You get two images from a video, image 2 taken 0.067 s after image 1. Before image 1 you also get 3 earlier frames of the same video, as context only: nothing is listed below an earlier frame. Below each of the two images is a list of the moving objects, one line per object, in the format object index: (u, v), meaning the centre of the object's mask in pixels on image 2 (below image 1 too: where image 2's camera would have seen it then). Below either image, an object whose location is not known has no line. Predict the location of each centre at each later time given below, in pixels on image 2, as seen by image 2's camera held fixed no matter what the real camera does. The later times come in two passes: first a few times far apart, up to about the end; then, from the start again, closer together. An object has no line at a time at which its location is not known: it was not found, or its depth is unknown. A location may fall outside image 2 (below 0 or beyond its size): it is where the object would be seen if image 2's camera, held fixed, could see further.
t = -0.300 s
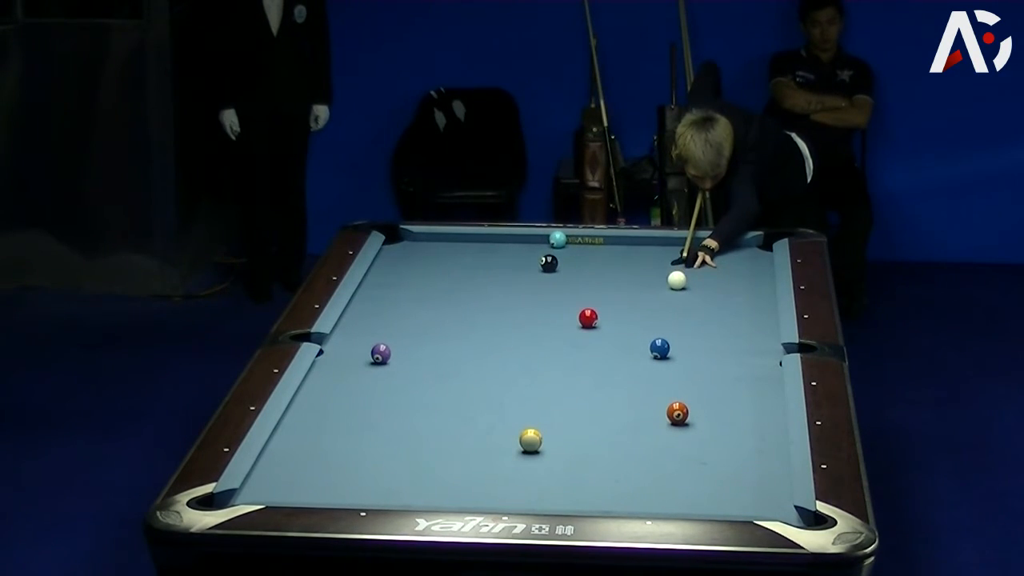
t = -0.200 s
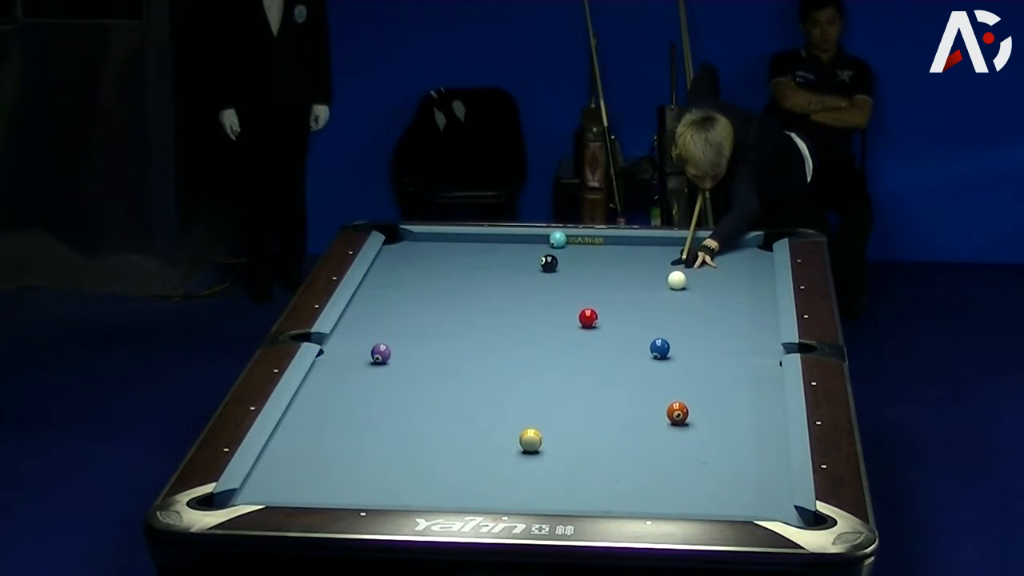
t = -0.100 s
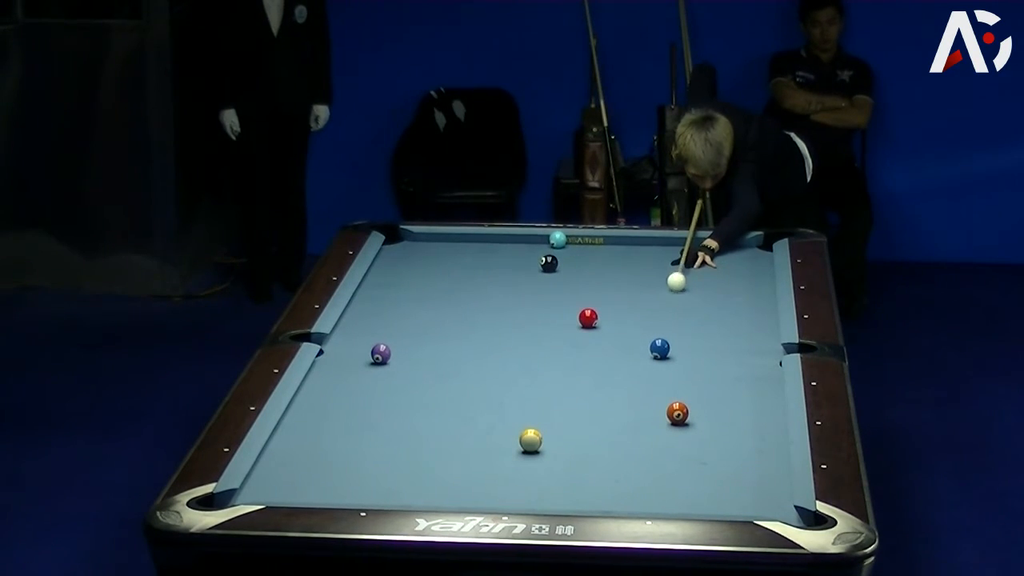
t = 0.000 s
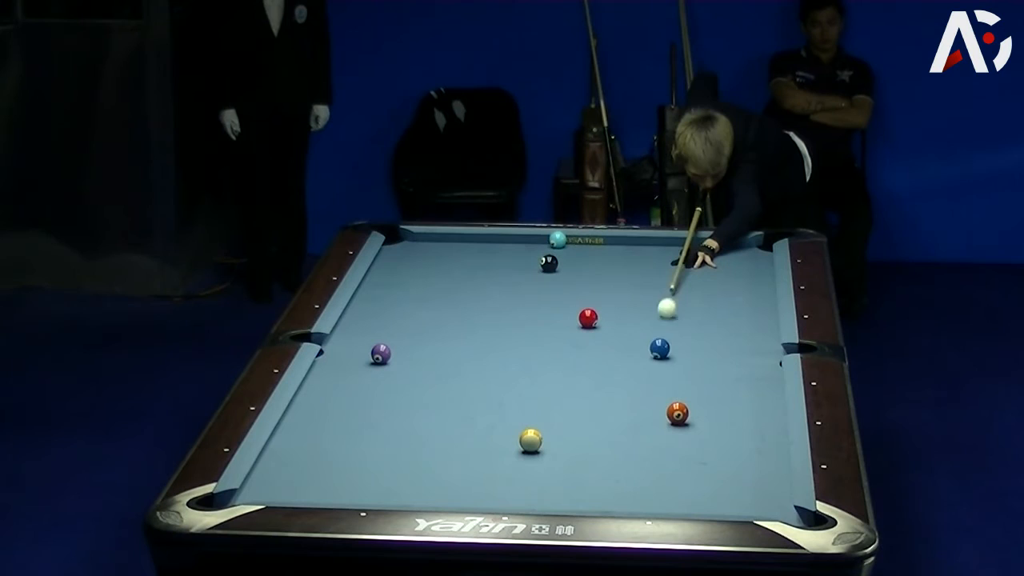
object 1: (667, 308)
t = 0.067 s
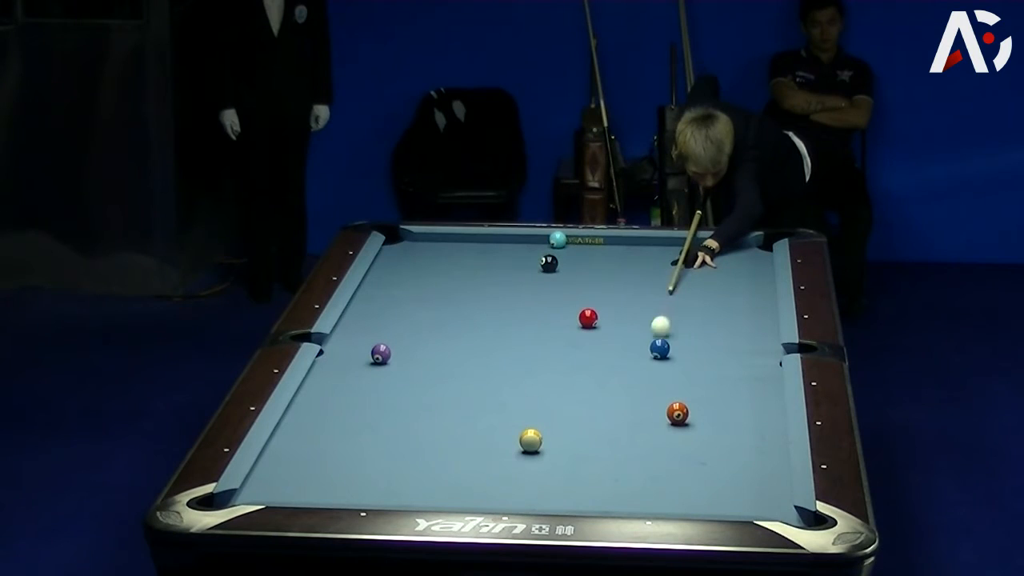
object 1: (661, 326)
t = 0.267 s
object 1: (622, 344)
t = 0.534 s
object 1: (576, 342)
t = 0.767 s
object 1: (538, 340)
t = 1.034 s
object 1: (496, 338)
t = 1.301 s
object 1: (457, 336)
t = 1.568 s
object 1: (420, 334)
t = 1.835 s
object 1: (385, 332)
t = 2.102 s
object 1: (353, 330)
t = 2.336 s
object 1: (351, 328)
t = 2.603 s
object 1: (369, 326)
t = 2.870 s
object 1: (384, 324)
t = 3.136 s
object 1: (398, 322)
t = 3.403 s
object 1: (409, 320)
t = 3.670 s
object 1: (419, 319)
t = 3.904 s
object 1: (426, 318)
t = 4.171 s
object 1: (432, 316)
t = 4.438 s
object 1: (437, 316)
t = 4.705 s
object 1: (440, 315)
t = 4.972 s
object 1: (442, 315)
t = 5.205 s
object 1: (442, 315)
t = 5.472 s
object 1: (442, 315)
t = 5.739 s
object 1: (442, 315)
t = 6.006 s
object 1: (442, 315)
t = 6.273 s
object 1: (442, 315)
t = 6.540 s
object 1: (442, 315)
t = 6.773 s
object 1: (442, 315)
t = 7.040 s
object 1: (442, 315)
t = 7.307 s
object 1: (442, 315)
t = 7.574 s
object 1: (442, 315)
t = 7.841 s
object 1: (442, 315)
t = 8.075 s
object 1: (442, 315)
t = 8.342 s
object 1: (442, 315)
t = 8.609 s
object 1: (442, 315)
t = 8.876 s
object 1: (442, 315)
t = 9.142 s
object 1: (442, 315)
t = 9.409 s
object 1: (442, 315)
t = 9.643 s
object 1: (442, 315)
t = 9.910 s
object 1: (442, 315)
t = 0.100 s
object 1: (657, 332)
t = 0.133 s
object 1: (650, 341)
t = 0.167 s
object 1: (644, 343)
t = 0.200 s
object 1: (636, 344)
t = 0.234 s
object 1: (629, 344)
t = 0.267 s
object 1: (622, 344)
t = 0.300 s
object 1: (616, 344)
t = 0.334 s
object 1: (610, 343)
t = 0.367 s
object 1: (605, 343)
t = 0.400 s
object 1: (599, 343)
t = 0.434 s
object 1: (593, 343)
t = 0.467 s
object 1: (587, 342)
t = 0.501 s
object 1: (582, 342)
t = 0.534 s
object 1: (576, 342)
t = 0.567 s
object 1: (571, 342)
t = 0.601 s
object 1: (565, 341)
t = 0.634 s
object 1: (560, 341)
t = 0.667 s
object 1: (554, 341)
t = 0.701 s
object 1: (549, 340)
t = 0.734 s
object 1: (543, 340)
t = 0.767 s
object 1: (538, 340)
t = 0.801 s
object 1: (533, 340)
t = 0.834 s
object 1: (527, 340)
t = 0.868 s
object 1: (522, 339)
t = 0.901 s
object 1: (517, 339)
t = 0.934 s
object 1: (512, 339)
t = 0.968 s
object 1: (507, 338)
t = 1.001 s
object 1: (501, 338)
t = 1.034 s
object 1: (496, 338)
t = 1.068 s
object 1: (492, 338)
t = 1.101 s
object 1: (486, 337)
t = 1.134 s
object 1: (482, 337)
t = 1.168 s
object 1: (477, 337)
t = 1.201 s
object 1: (472, 337)
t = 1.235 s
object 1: (467, 336)
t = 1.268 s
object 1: (462, 336)
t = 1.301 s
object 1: (457, 336)
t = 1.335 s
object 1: (453, 336)
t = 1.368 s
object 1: (448, 336)
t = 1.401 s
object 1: (443, 335)
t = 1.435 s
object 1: (439, 335)
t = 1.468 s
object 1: (434, 335)
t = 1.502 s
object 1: (429, 334)
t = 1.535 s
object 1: (425, 334)
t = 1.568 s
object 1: (420, 334)
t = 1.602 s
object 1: (416, 334)
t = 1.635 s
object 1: (411, 334)
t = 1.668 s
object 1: (407, 333)
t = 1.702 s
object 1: (403, 333)
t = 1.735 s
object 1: (398, 333)
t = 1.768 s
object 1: (394, 333)
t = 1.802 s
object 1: (390, 332)
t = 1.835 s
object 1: (385, 332)
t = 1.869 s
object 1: (381, 332)
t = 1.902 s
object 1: (377, 332)
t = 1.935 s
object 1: (373, 331)
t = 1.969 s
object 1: (369, 331)
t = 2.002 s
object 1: (365, 331)
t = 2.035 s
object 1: (361, 331)
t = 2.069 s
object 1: (357, 330)
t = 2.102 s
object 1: (353, 330)
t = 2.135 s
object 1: (349, 330)
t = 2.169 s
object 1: (344, 330)
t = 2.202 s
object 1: (342, 330)
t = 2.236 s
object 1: (345, 329)
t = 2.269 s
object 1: (347, 329)
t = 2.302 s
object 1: (349, 329)
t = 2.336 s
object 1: (351, 328)
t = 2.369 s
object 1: (354, 328)
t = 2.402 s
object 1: (356, 328)
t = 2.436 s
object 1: (358, 327)
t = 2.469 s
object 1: (361, 327)
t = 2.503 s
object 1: (363, 327)
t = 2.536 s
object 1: (365, 326)
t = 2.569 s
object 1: (367, 326)
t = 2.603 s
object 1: (369, 326)
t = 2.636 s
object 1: (371, 325)
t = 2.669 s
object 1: (373, 325)
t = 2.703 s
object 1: (375, 325)
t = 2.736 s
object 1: (377, 325)
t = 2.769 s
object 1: (379, 324)
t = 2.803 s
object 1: (381, 324)
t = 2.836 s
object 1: (383, 324)
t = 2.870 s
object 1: (384, 324)
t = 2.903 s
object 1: (386, 323)
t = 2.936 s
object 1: (388, 323)
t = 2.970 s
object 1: (390, 323)
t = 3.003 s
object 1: (391, 323)
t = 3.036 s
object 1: (393, 322)
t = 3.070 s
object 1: (395, 322)
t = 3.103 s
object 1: (396, 322)
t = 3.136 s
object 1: (398, 322)
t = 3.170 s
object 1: (399, 322)
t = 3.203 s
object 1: (401, 321)
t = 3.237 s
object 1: (402, 321)
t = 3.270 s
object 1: (403, 321)
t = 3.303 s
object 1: (405, 321)
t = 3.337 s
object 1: (406, 320)
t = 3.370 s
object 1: (408, 320)
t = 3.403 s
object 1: (409, 320)
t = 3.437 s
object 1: (410, 320)
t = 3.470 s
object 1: (412, 320)
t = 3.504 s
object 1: (413, 319)
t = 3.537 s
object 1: (414, 319)
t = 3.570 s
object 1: (415, 319)
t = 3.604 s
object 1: (417, 319)
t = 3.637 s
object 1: (418, 319)
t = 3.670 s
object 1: (419, 319)
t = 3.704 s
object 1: (420, 318)
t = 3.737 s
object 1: (421, 318)
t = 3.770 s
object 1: (422, 318)
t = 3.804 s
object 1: (423, 318)
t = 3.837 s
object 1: (424, 318)
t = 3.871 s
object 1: (425, 318)
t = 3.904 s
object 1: (426, 318)
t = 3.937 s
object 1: (426, 317)
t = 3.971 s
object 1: (427, 317)
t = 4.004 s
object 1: (428, 317)
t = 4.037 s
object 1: (429, 317)
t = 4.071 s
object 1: (430, 317)
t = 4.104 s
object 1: (431, 317)
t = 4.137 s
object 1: (431, 317)
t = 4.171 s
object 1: (432, 316)
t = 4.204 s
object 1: (433, 316)
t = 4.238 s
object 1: (433, 316)
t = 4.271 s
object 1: (434, 316)
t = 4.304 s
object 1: (435, 316)
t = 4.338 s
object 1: (435, 316)
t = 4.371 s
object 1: (436, 316)
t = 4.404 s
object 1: (437, 316)
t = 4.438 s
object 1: (437, 316)
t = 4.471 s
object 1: (438, 316)
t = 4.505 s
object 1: (438, 316)
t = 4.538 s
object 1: (438, 316)
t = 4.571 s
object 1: (439, 316)
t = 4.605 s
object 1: (439, 316)
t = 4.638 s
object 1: (440, 315)
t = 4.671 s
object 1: (440, 315)
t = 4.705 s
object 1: (440, 315)
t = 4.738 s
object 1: (441, 315)
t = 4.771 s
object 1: (441, 315)
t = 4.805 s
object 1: (441, 315)
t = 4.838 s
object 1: (441, 315)
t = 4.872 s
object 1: (441, 315)
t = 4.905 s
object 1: (441, 315)
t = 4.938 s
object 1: (442, 315)
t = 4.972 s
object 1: (442, 315)
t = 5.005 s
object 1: (442, 315)
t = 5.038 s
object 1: (442, 315)
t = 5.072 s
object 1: (442, 315)
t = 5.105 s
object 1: (442, 315)
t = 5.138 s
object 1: (442, 315)
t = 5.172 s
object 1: (442, 315)
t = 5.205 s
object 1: (442, 315)
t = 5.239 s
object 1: (442, 315)
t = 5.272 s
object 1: (442, 315)
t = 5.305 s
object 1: (442, 315)
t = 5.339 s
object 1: (442, 315)
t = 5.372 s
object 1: (442, 315)
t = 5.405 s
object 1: (442, 315)
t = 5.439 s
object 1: (442, 315)
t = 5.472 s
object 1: (442, 315)
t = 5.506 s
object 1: (442, 315)
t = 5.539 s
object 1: (442, 315)
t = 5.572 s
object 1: (442, 315)
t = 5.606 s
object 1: (442, 315)
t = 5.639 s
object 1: (442, 315)
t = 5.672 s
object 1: (442, 315)
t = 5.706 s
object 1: (442, 315)
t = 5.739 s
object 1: (442, 315)
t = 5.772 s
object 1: (442, 315)
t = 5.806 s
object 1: (442, 315)
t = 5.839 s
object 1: (442, 315)
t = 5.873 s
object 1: (442, 315)
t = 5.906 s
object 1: (442, 315)
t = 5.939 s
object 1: (442, 315)
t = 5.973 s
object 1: (442, 315)
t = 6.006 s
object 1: (442, 315)
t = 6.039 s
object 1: (442, 315)
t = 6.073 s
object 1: (442, 315)
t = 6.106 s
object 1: (442, 315)
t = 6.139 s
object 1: (442, 315)
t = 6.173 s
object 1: (442, 315)
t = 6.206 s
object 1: (442, 315)
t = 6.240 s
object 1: (442, 315)
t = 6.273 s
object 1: (442, 315)
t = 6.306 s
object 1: (442, 315)
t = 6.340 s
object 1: (442, 315)
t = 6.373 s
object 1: (442, 315)
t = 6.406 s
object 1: (442, 315)
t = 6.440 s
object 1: (442, 315)
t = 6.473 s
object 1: (442, 315)
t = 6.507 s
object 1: (442, 315)
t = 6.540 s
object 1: (442, 315)
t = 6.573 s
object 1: (442, 315)
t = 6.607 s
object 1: (442, 315)
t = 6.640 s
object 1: (442, 315)
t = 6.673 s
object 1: (442, 315)
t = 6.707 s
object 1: (442, 315)
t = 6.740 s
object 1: (442, 315)
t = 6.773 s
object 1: (442, 315)
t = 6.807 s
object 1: (442, 315)
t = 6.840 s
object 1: (442, 315)
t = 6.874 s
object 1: (442, 315)
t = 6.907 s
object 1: (442, 315)
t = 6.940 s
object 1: (442, 315)
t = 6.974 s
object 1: (442, 315)
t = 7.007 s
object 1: (442, 315)
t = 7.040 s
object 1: (442, 315)
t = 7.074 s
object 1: (442, 315)
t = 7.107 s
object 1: (442, 315)
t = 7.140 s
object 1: (442, 315)
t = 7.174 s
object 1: (442, 315)
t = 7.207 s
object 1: (442, 315)
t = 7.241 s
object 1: (442, 315)
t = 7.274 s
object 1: (442, 315)
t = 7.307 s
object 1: (442, 315)
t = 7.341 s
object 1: (442, 315)
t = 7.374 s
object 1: (442, 315)
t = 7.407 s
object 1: (442, 315)
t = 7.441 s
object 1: (442, 315)
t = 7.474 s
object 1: (442, 315)
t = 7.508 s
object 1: (442, 315)
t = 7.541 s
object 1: (442, 315)
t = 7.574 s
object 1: (442, 315)
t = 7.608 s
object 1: (442, 315)
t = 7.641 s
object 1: (442, 315)
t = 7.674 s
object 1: (442, 315)
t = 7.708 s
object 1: (442, 315)
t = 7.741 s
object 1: (442, 315)
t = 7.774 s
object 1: (442, 315)
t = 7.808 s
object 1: (442, 315)
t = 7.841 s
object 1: (442, 315)
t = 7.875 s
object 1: (442, 315)
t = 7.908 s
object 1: (442, 315)
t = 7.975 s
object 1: (442, 315)
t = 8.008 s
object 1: (442, 315)
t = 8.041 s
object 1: (442, 315)
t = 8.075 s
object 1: (442, 315)
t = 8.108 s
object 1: (442, 315)
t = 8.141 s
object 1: (442, 315)
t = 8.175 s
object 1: (442, 315)
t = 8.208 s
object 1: (442, 315)
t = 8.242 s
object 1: (442, 315)
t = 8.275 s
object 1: (442, 315)
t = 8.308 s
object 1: (442, 315)
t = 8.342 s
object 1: (442, 315)
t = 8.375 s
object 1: (442, 315)
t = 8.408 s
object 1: (442, 315)
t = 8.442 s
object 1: (442, 315)
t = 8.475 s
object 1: (442, 315)
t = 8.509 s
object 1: (442, 315)
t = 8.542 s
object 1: (442, 315)
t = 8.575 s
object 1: (442, 315)
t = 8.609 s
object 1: (442, 315)
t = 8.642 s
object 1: (442, 315)
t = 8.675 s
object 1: (442, 315)
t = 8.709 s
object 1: (442, 315)
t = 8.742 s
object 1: (442, 315)
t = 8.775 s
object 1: (442, 315)
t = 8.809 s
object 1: (442, 315)
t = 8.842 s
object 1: (442, 315)
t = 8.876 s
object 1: (442, 315)
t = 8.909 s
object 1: (442, 315)
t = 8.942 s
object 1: (442, 315)
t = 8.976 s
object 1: (442, 315)
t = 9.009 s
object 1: (442, 315)
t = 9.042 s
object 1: (442, 315)
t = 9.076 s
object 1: (442, 315)
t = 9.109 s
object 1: (442, 315)
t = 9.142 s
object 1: (442, 315)
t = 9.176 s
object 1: (442, 315)
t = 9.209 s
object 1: (442, 315)
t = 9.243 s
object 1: (442, 315)
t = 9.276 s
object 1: (442, 315)
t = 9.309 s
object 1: (442, 315)
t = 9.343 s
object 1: (442, 315)
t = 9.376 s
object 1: (442, 315)
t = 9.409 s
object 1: (442, 315)
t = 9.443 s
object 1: (442, 315)
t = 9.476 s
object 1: (442, 315)
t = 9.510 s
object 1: (442, 315)
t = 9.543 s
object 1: (442, 315)
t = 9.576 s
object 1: (442, 315)
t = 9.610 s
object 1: (442, 315)
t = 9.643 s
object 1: (442, 315)
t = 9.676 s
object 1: (442, 315)
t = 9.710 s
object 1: (442, 315)
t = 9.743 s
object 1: (442, 315)
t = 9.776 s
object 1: (442, 315)
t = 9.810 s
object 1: (442, 315)
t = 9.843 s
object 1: (442, 315)
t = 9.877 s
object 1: (442, 315)
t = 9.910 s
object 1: (442, 315)
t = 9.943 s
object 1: (442, 315)
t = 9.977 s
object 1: (442, 315)
